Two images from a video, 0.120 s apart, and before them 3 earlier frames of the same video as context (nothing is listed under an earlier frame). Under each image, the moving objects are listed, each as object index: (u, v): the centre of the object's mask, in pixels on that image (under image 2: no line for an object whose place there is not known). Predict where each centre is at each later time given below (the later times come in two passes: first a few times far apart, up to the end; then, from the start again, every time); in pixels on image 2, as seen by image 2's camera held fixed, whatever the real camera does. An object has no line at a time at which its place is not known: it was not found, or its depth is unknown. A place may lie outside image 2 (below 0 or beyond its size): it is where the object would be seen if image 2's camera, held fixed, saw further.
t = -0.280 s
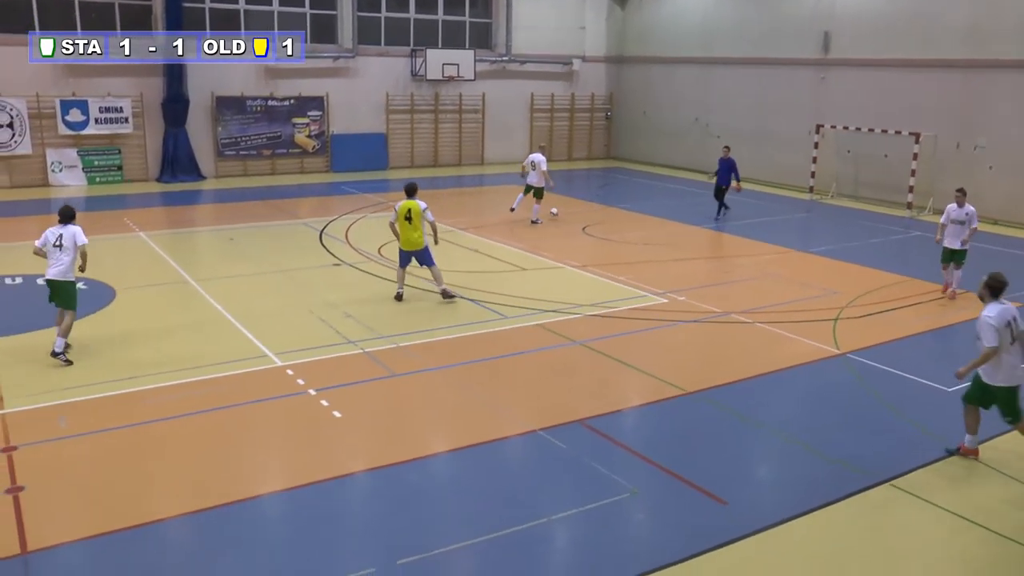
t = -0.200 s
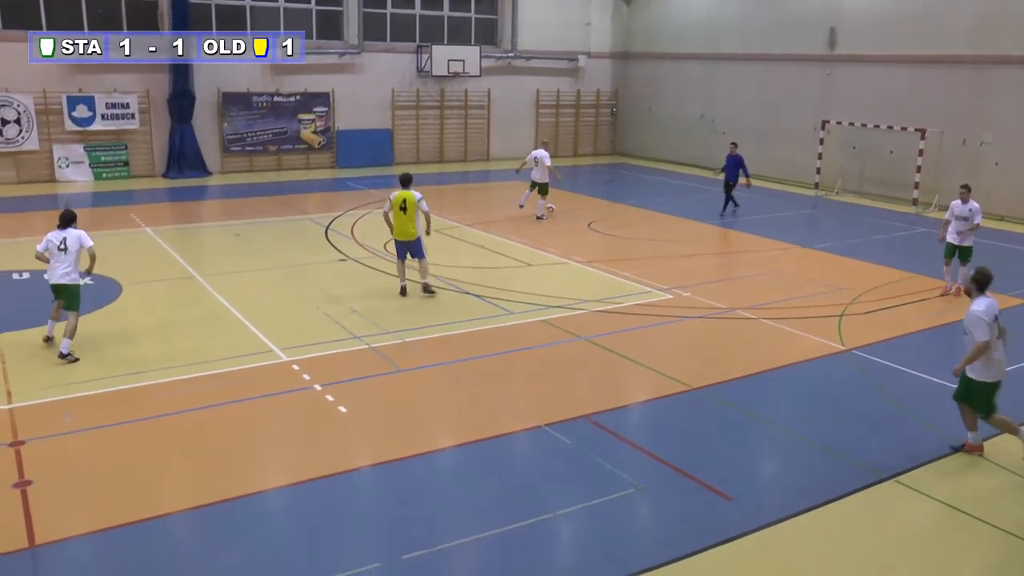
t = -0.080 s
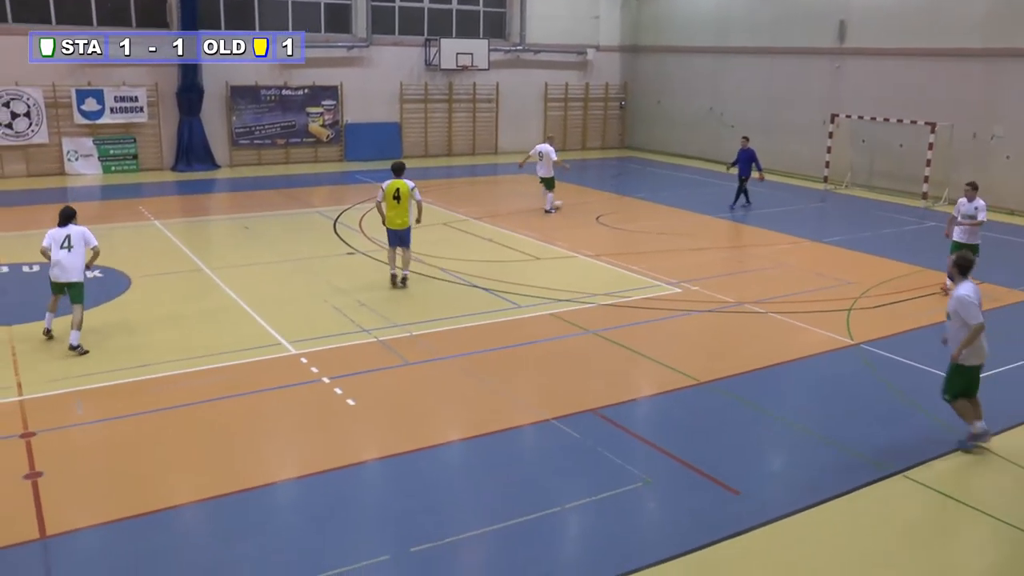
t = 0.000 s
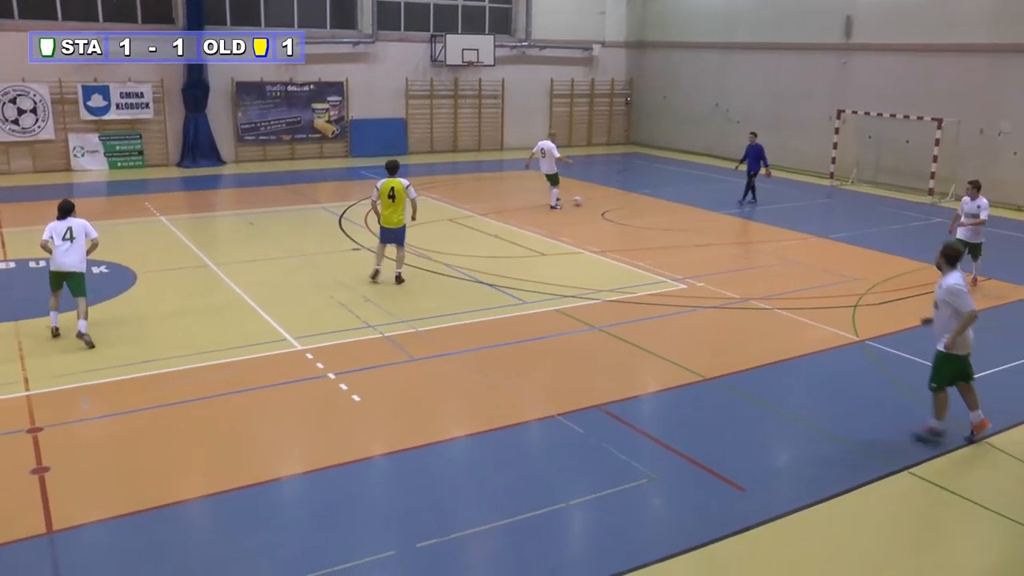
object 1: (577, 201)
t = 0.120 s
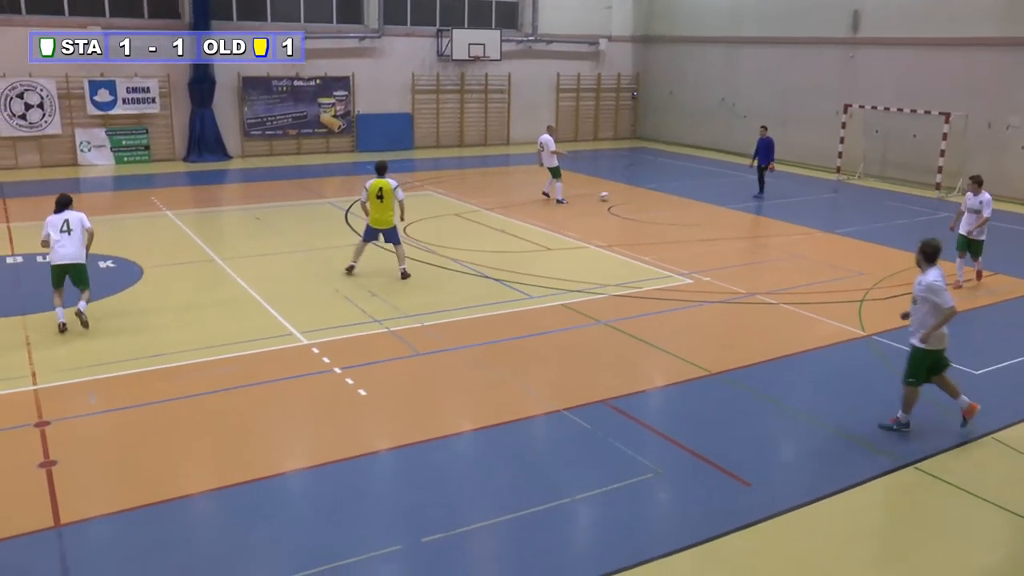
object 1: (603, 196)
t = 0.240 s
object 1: (623, 197)
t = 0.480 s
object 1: (654, 198)
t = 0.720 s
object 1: (685, 199)
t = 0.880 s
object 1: (705, 199)
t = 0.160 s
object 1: (611, 196)
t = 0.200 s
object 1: (617, 196)
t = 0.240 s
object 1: (623, 197)
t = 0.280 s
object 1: (628, 197)
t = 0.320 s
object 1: (633, 197)
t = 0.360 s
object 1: (639, 197)
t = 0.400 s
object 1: (644, 197)
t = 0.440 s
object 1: (650, 197)
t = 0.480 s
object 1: (654, 198)
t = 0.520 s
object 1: (659, 198)
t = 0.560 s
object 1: (665, 198)
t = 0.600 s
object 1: (670, 198)
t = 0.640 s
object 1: (675, 198)
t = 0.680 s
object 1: (680, 199)
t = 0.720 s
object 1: (685, 199)
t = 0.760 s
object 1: (690, 199)
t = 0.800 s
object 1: (695, 199)
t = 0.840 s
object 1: (700, 199)
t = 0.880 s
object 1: (705, 199)
